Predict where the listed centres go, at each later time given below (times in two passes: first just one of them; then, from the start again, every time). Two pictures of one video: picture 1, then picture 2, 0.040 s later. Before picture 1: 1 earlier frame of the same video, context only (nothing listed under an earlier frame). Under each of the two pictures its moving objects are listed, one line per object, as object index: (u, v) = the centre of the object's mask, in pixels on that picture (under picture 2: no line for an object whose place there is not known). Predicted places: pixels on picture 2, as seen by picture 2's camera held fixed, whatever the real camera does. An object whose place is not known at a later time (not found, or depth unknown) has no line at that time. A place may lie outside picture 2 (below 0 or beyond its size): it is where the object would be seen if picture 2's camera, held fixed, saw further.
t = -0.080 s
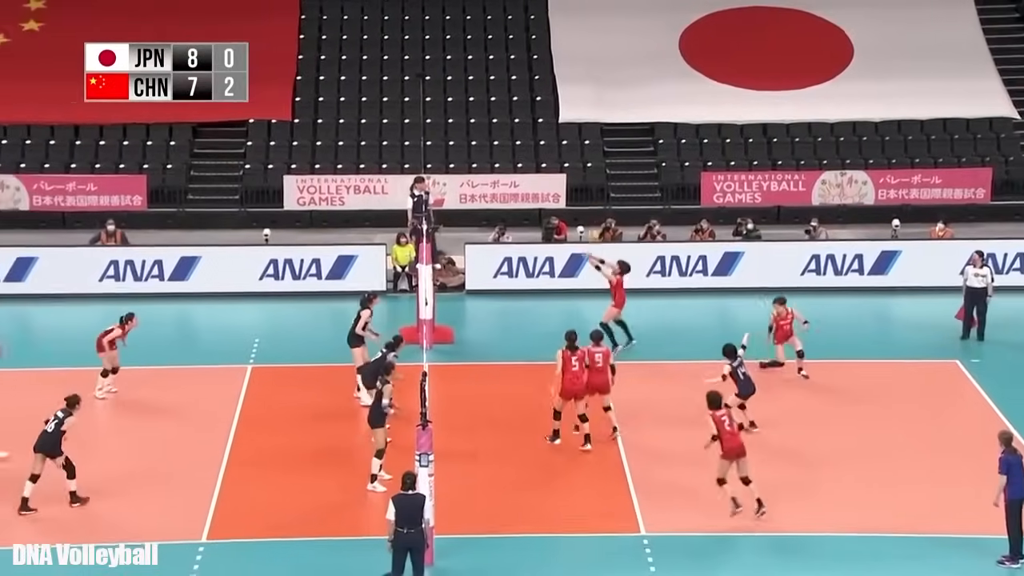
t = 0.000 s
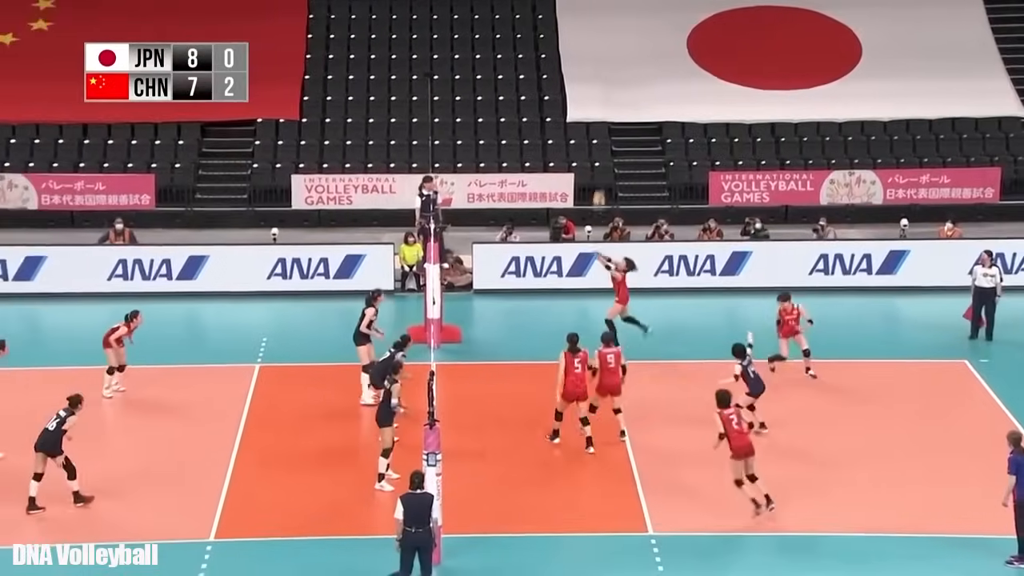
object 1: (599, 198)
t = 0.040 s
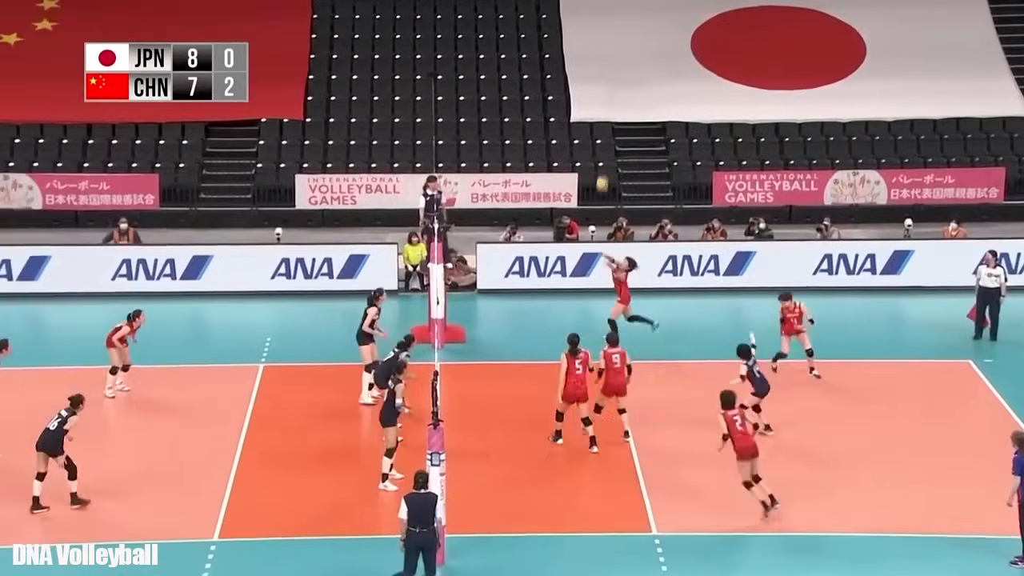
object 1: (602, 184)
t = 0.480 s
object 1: (598, 65)
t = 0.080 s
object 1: (601, 168)
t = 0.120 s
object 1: (601, 153)
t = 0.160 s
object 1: (600, 139)
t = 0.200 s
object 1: (600, 128)
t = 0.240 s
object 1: (600, 115)
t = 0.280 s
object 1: (599, 105)
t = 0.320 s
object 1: (598, 93)
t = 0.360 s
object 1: (599, 84)
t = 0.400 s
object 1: (600, 76)
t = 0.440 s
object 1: (599, 70)
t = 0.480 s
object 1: (598, 65)
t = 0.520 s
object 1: (597, 59)
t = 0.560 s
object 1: (596, 55)
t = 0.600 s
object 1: (596, 52)
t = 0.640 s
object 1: (596, 51)
